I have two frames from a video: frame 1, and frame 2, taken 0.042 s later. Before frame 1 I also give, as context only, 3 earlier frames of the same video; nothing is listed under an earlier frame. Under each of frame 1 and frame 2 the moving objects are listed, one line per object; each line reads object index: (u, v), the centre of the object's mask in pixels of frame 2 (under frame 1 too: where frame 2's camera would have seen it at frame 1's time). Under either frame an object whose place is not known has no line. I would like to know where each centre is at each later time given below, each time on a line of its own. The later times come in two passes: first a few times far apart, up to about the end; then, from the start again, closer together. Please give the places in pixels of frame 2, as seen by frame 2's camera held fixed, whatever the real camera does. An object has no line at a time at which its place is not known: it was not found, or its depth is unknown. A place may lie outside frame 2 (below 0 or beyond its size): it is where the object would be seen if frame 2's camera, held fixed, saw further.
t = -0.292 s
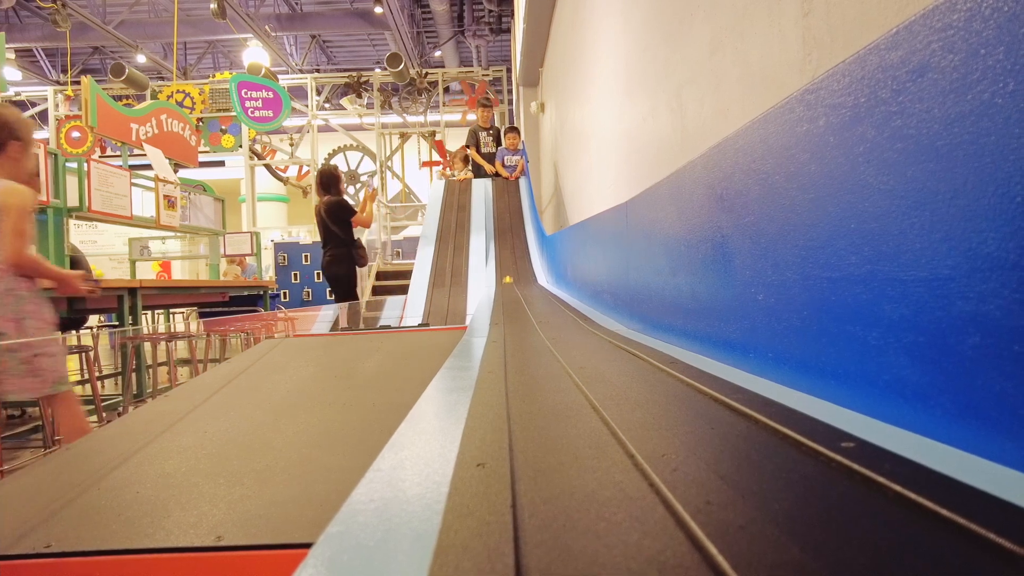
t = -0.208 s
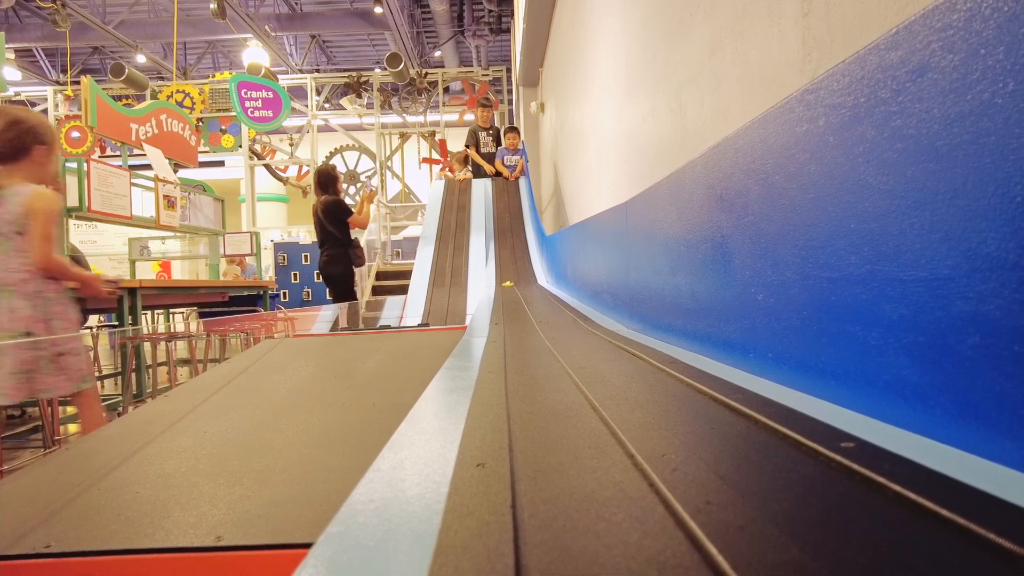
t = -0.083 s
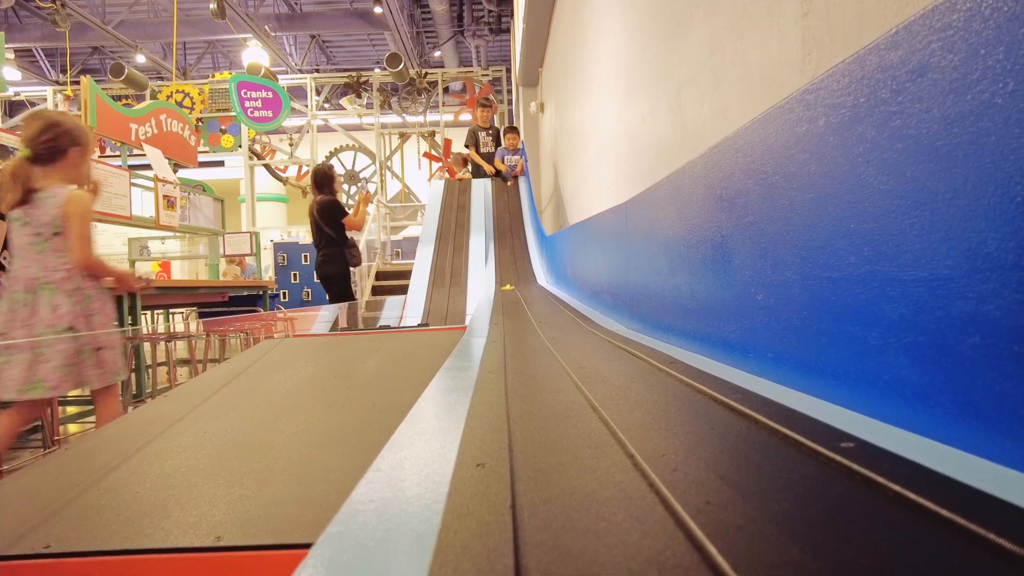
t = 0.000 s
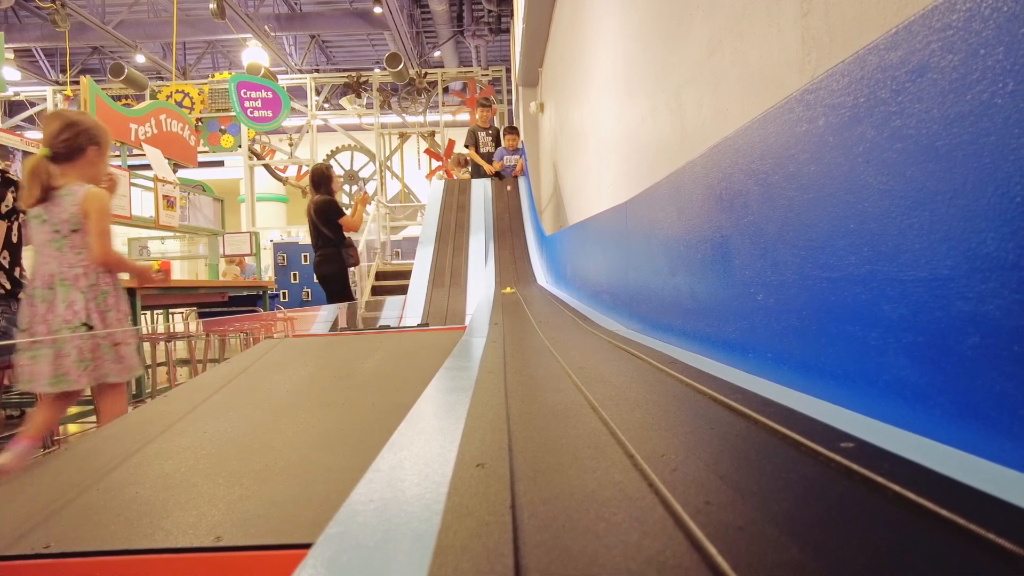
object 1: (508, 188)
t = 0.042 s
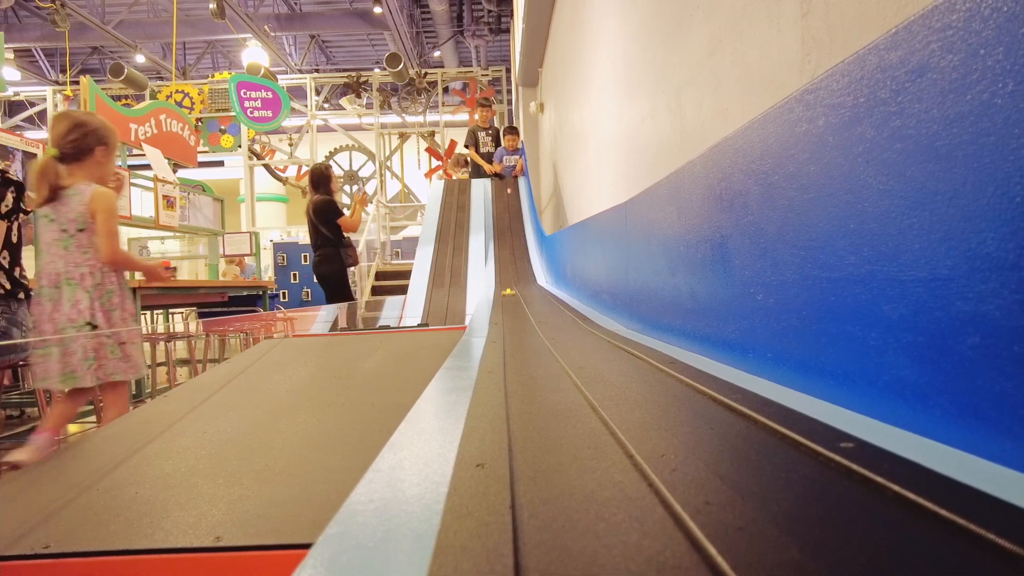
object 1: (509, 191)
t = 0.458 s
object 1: (515, 238)
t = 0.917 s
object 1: (525, 285)
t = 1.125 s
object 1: (532, 290)
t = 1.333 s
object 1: (544, 299)
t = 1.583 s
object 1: (555, 313)
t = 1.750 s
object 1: (565, 328)
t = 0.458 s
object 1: (515, 238)
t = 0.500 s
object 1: (517, 243)
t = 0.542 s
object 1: (517, 249)
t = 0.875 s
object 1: (525, 284)
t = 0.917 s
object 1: (525, 285)
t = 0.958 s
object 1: (527, 286)
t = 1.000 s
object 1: (528, 287)
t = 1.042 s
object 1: (529, 288)
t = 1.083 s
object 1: (530, 289)
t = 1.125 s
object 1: (532, 290)
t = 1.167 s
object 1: (534, 292)
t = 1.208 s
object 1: (537, 293)
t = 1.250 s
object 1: (539, 295)
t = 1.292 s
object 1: (542, 296)
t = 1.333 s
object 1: (544, 299)
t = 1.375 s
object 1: (546, 301)
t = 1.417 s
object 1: (548, 302)
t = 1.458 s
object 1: (549, 305)
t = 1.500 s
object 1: (551, 308)
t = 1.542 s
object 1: (554, 311)
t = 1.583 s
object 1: (555, 313)
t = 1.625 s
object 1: (557, 317)
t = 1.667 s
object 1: (559, 320)
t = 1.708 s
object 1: (562, 324)
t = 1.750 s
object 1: (565, 328)
